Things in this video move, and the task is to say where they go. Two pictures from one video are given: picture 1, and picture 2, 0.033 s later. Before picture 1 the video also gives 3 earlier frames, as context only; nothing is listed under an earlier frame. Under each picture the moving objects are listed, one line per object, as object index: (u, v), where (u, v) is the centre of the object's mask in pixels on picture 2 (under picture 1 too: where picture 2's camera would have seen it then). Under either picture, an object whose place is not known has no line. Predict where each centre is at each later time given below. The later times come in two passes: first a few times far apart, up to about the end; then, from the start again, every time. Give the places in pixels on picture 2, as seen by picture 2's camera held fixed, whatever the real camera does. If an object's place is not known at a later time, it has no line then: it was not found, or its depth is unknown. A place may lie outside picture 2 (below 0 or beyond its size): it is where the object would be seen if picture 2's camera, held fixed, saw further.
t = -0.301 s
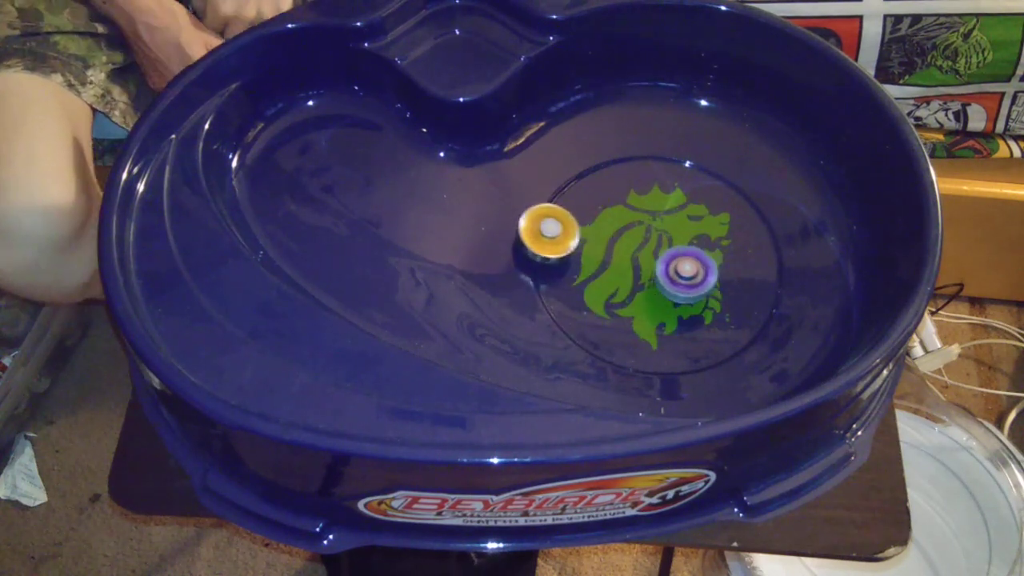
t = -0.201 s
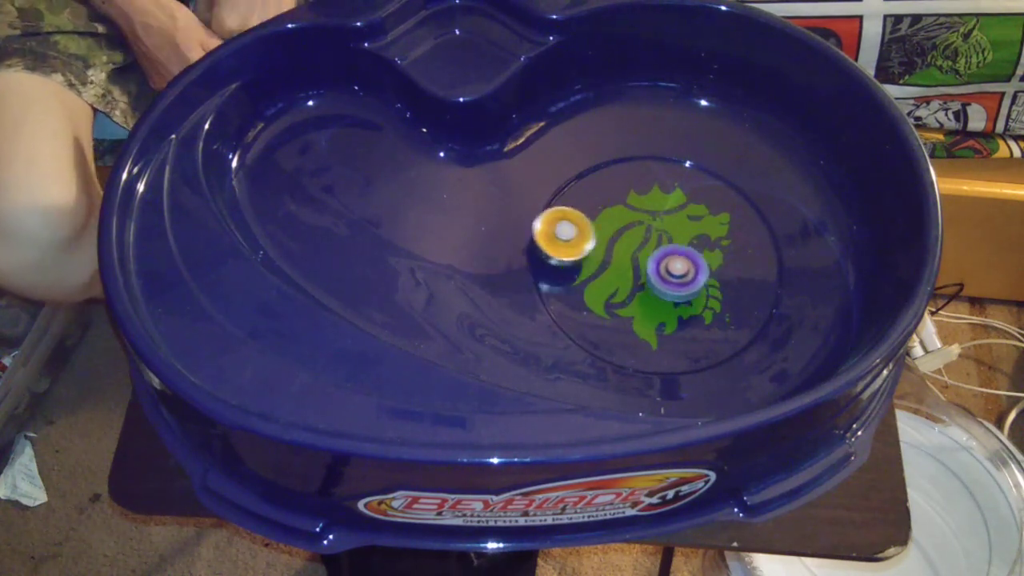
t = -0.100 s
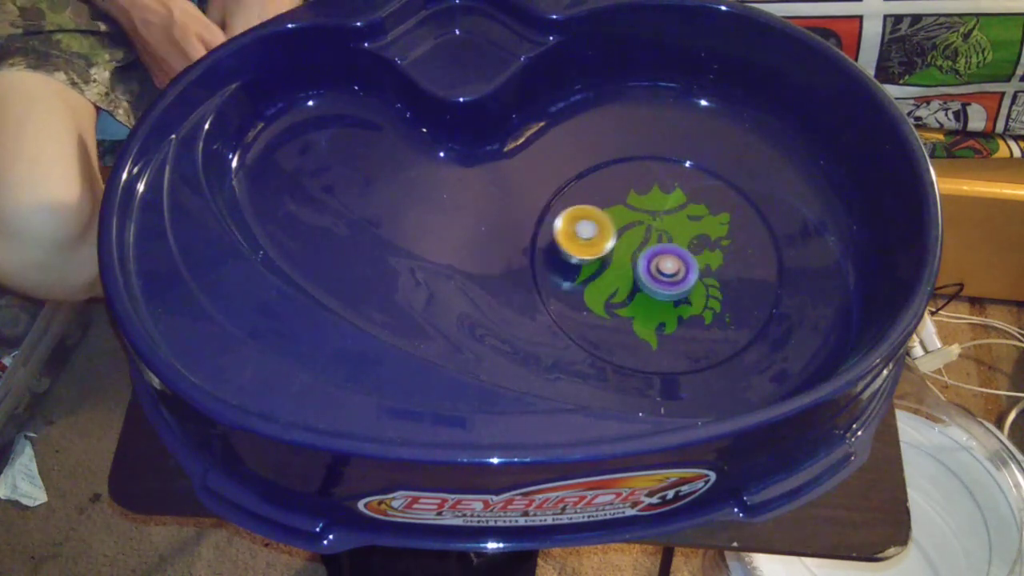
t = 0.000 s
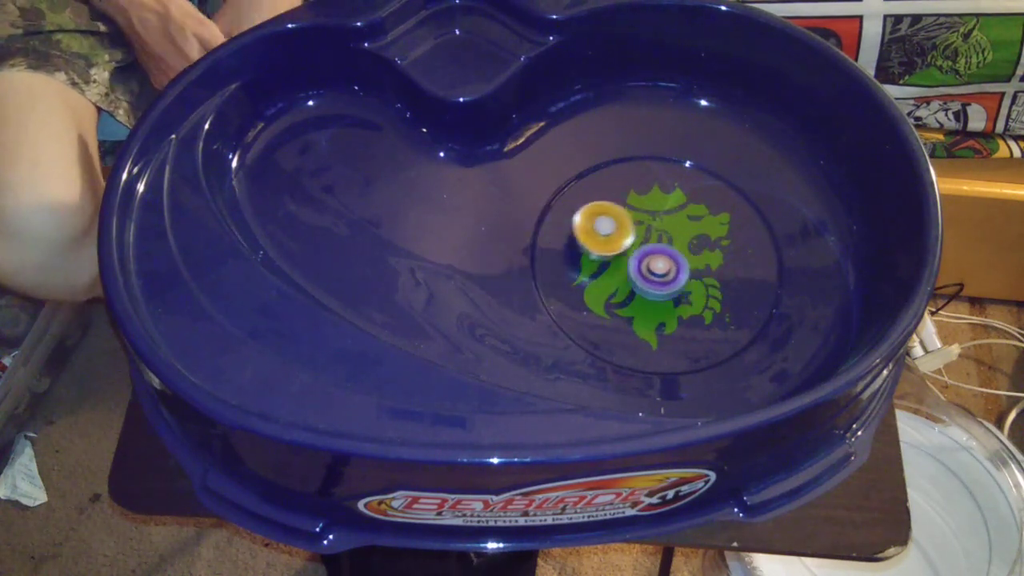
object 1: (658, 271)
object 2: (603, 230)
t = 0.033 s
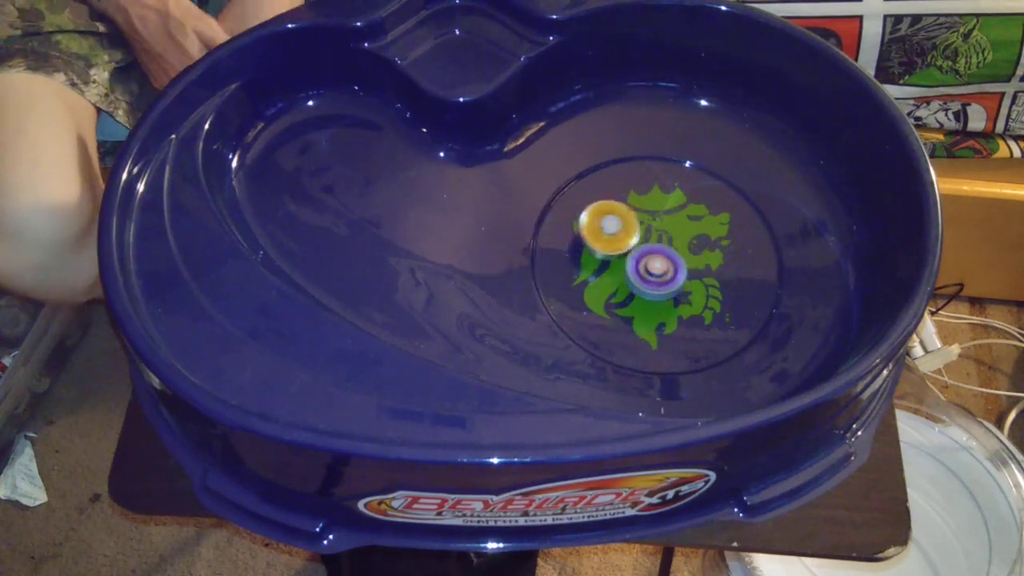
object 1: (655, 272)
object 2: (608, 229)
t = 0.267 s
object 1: (674, 300)
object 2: (599, 183)
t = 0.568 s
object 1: (666, 284)
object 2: (615, 194)
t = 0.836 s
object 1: (653, 281)
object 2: (654, 203)
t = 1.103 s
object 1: (648, 287)
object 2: (678, 196)
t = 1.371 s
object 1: (643, 276)
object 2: (686, 224)
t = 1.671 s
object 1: (620, 273)
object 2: (712, 244)
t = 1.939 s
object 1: (616, 268)
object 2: (703, 259)
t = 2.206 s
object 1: (608, 252)
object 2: (690, 280)
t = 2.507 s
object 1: (578, 232)
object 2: (706, 300)
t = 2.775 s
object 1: (582, 229)
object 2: (673, 290)
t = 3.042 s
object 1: (591, 191)
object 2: (663, 327)
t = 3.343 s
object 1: (608, 157)
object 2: (720, 292)
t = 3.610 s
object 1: (579, 210)
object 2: (746, 241)
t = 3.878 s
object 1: (581, 227)
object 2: (749, 224)
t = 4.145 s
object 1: (603, 256)
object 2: (714, 209)
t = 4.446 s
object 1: (625, 283)
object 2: (661, 224)
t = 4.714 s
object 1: (620, 331)
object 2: (654, 198)
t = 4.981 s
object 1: (629, 339)
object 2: (633, 200)
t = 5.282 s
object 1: (629, 325)
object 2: (615, 218)
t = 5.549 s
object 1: (626, 311)
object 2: (629, 235)
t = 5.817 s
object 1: (645, 329)
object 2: (652, 156)
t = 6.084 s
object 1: (662, 298)
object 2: (650, 185)
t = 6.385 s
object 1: (679, 282)
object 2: (666, 215)
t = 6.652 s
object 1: (692, 285)
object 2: (663, 225)
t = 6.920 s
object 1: (697, 285)
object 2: (643, 242)
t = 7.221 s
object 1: (688, 282)
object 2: (622, 257)
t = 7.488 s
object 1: (679, 280)
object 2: (603, 253)
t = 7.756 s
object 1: (666, 270)
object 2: (596, 242)
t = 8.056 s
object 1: (700, 284)
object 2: (560, 195)
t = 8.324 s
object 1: (703, 275)
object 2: (582, 213)
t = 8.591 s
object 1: (698, 268)
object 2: (625, 227)
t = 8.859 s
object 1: (729, 296)
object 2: (610, 205)
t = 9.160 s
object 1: (719, 296)
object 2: (606, 226)
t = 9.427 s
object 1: (692, 288)
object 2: (608, 247)
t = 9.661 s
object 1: (675, 275)
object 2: (604, 255)
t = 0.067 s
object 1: (660, 279)
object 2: (606, 218)
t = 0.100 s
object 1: (666, 289)
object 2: (604, 206)
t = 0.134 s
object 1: (670, 296)
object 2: (601, 198)
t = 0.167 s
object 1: (672, 299)
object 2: (600, 191)
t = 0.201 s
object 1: (673, 300)
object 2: (600, 186)
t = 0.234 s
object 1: (674, 300)
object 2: (599, 184)
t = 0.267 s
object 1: (674, 300)
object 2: (599, 183)
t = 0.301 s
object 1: (674, 299)
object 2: (600, 182)
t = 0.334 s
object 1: (674, 298)
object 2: (601, 183)
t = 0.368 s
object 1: (674, 296)
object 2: (602, 184)
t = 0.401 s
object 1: (673, 295)
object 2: (603, 185)
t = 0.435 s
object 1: (672, 293)
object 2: (604, 186)
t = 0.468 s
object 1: (671, 290)
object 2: (606, 189)
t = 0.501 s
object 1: (669, 288)
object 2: (609, 190)
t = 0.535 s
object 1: (668, 286)
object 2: (612, 192)
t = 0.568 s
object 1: (666, 284)
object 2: (615, 194)
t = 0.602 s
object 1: (664, 282)
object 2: (619, 197)
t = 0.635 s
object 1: (662, 280)
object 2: (623, 200)
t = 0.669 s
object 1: (660, 278)
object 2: (628, 202)
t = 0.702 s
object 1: (658, 275)
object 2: (633, 206)
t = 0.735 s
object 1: (657, 273)
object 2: (638, 210)
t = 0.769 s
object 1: (655, 271)
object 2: (644, 212)
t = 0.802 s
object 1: (654, 273)
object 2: (649, 212)
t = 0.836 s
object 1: (653, 281)
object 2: (654, 203)
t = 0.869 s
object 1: (651, 286)
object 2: (658, 198)
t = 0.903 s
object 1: (650, 288)
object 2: (662, 194)
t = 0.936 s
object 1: (650, 289)
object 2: (665, 192)
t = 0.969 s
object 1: (649, 289)
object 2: (669, 191)
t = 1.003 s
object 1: (649, 289)
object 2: (672, 192)
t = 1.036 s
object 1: (648, 288)
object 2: (674, 192)
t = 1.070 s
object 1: (648, 288)
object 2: (676, 194)
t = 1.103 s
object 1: (648, 287)
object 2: (678, 196)
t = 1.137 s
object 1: (648, 286)
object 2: (679, 198)
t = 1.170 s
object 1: (647, 285)
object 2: (680, 201)
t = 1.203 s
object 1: (646, 284)
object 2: (681, 204)
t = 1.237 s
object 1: (646, 282)
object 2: (683, 208)
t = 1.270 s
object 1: (645, 281)
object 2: (684, 212)
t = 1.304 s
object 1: (645, 279)
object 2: (685, 214)
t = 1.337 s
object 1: (644, 278)
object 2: (686, 219)
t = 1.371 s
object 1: (643, 276)
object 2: (686, 224)
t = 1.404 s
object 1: (643, 275)
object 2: (687, 227)
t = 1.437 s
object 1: (642, 273)
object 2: (687, 232)
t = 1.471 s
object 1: (641, 272)
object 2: (688, 236)
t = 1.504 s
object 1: (635, 272)
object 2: (693, 238)
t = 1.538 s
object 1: (629, 273)
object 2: (700, 238)
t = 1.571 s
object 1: (625, 273)
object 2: (705, 240)
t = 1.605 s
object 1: (623, 273)
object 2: (709, 241)
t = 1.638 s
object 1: (621, 273)
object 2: (711, 243)
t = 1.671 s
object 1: (620, 273)
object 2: (712, 244)
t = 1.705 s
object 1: (619, 273)
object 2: (712, 246)
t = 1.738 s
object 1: (618, 272)
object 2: (712, 247)
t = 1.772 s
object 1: (618, 272)
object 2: (711, 249)
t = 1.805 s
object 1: (617, 271)
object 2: (710, 251)
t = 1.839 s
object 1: (617, 270)
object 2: (709, 253)
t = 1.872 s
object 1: (617, 269)
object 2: (707, 255)
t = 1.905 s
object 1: (617, 269)
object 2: (705, 257)
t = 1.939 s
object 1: (616, 268)
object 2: (703, 259)
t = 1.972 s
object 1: (616, 266)
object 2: (700, 262)
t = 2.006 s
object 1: (617, 265)
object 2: (697, 264)
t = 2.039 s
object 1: (617, 264)
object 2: (694, 266)
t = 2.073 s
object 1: (617, 262)
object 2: (691, 268)
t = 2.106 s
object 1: (617, 261)
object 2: (687, 270)
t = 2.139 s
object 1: (618, 260)
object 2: (684, 272)
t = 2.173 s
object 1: (618, 258)
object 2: (681, 274)
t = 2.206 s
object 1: (608, 252)
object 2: (690, 280)
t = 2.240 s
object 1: (598, 246)
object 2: (700, 287)
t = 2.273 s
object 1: (592, 241)
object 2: (707, 293)
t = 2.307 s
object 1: (588, 238)
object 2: (711, 297)
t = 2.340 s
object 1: (585, 236)
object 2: (713, 299)
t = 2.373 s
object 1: (583, 235)
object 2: (714, 300)
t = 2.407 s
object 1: (581, 234)
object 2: (713, 301)
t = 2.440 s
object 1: (580, 233)
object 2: (712, 301)
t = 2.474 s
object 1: (579, 232)
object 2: (709, 301)
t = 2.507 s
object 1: (578, 232)
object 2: (706, 300)
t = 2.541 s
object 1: (577, 231)
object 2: (704, 300)
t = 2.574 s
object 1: (577, 231)
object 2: (700, 299)
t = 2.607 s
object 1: (577, 231)
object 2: (697, 298)
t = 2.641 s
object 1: (577, 231)
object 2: (693, 297)
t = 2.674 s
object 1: (577, 230)
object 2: (689, 295)
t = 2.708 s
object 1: (578, 229)
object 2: (684, 294)
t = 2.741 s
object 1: (580, 229)
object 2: (678, 292)
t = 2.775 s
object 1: (582, 229)
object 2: (673, 290)
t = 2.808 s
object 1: (584, 229)
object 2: (669, 289)
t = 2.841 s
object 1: (586, 230)
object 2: (663, 286)
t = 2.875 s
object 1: (589, 230)
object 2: (658, 284)
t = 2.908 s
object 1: (592, 230)
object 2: (654, 283)
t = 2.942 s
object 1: (595, 230)
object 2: (649, 280)
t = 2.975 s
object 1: (599, 230)
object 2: (644, 278)
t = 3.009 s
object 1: (600, 223)
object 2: (645, 286)
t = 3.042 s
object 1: (591, 191)
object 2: (663, 327)
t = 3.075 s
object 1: (585, 163)
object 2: (681, 358)
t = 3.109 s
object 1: (582, 138)
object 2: (700, 374)
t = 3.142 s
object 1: (579, 118)
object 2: (713, 387)
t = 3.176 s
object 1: (581, 109)
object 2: (723, 385)
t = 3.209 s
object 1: (587, 113)
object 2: (726, 368)
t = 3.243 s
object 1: (593, 121)
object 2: (727, 351)
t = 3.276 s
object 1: (598, 130)
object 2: (725, 330)
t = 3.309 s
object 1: (603, 143)
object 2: (722, 312)
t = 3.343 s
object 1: (608, 157)
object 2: (720, 292)
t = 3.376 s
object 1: (612, 171)
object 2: (716, 275)
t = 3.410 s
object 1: (616, 183)
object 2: (710, 261)
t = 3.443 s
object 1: (619, 194)
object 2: (703, 250)
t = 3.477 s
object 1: (623, 206)
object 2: (696, 239)
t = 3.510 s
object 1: (625, 213)
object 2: (693, 232)
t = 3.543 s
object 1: (607, 211)
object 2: (713, 234)
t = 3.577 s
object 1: (591, 210)
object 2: (733, 237)
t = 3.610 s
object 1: (579, 210)
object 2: (746, 241)
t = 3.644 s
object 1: (572, 210)
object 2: (756, 243)
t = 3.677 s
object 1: (570, 211)
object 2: (761, 243)
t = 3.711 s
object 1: (570, 213)
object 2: (761, 243)
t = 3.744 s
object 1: (572, 215)
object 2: (760, 240)
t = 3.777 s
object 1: (574, 219)
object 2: (758, 236)
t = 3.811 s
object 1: (576, 221)
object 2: (755, 232)
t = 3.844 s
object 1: (578, 224)
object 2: (752, 228)
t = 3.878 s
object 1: (581, 227)
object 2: (749, 224)
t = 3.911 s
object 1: (583, 231)
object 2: (745, 221)
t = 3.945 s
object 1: (586, 234)
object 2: (741, 219)
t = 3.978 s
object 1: (589, 238)
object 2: (737, 216)
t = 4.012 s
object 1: (591, 241)
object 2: (732, 213)
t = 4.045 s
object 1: (594, 245)
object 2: (728, 212)
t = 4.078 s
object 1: (597, 249)
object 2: (724, 211)
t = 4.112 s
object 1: (600, 252)
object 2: (719, 210)
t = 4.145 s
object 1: (603, 256)
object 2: (714, 209)
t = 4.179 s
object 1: (606, 260)
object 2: (709, 209)
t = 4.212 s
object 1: (609, 263)
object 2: (703, 209)
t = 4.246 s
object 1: (611, 267)
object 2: (697, 210)
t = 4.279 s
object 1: (614, 270)
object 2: (691, 211)
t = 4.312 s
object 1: (616, 273)
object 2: (684, 213)
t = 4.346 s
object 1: (619, 276)
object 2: (678, 215)
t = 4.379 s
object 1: (621, 278)
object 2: (672, 218)
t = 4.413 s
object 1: (623, 281)
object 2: (666, 220)
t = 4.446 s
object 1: (625, 283)
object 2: (661, 224)
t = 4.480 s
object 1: (627, 285)
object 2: (656, 227)
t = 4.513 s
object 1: (628, 286)
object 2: (651, 231)
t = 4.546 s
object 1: (630, 288)
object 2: (647, 234)
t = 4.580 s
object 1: (627, 299)
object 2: (647, 228)
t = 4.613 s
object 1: (623, 313)
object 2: (651, 216)
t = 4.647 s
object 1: (620, 322)
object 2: (653, 207)
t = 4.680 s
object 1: (620, 328)
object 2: (654, 202)
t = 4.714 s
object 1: (620, 331)
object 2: (654, 198)
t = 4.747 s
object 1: (621, 334)
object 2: (652, 196)
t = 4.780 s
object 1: (623, 336)
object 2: (650, 196)
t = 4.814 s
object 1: (624, 337)
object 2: (648, 196)
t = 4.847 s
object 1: (625, 338)
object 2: (645, 197)
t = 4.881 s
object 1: (626, 339)
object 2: (642, 197)
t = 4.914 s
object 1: (628, 339)
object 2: (639, 198)
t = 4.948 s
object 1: (628, 339)
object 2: (636, 199)
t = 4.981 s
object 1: (629, 339)
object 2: (633, 200)
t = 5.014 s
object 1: (630, 338)
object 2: (631, 201)
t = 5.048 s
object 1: (630, 337)
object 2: (628, 202)
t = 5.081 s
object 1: (630, 336)
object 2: (625, 204)
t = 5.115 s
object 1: (631, 334)
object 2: (623, 205)
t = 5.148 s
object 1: (631, 333)
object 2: (620, 207)
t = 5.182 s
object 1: (630, 331)
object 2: (618, 209)
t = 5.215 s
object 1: (630, 329)
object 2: (617, 212)
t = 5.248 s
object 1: (630, 327)
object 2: (616, 215)
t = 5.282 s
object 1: (629, 325)
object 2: (615, 218)
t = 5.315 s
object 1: (629, 322)
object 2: (615, 222)
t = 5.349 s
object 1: (629, 319)
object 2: (616, 226)
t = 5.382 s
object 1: (628, 316)
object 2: (617, 230)
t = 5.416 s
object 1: (628, 313)
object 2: (618, 233)
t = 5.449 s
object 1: (628, 310)
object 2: (619, 237)
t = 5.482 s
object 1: (628, 306)
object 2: (622, 241)
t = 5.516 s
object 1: (628, 303)
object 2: (624, 244)
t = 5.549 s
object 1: (626, 311)
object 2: (629, 235)
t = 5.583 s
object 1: (624, 331)
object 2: (635, 212)
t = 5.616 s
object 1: (622, 342)
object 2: (642, 193)
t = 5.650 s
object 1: (622, 349)
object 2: (647, 179)
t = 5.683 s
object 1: (625, 350)
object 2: (651, 165)
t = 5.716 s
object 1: (631, 347)
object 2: (653, 158)
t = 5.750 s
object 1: (637, 341)
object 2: (654, 154)
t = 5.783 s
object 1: (641, 335)
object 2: (654, 153)
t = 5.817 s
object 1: (645, 329)
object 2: (652, 156)
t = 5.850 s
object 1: (648, 324)
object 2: (651, 159)
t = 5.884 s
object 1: (650, 320)
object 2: (650, 162)
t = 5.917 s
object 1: (653, 317)
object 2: (649, 165)
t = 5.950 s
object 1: (654, 312)
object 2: (648, 169)
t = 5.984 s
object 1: (656, 309)
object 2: (648, 173)
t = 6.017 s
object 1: (658, 305)
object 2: (647, 178)
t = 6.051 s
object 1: (660, 302)
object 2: (648, 182)
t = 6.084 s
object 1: (662, 298)
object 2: (650, 185)
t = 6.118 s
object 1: (663, 295)
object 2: (652, 188)
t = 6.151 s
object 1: (665, 291)
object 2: (654, 193)
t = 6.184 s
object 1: (667, 288)
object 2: (656, 197)
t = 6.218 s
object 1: (669, 285)
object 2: (657, 203)
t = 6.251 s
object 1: (671, 282)
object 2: (659, 208)
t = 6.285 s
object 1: (673, 279)
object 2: (662, 213)
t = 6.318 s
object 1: (675, 276)
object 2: (664, 217)
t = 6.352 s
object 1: (677, 278)
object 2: (665, 218)
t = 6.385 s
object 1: (679, 282)
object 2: (666, 215)
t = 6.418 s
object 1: (680, 284)
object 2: (668, 215)
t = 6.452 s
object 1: (682, 284)
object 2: (668, 215)
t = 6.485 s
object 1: (683, 283)
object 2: (669, 217)
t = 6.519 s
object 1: (685, 282)
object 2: (669, 220)
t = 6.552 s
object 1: (686, 281)
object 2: (669, 223)
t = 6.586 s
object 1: (688, 280)
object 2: (668, 226)
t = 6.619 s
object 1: (690, 283)
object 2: (666, 226)
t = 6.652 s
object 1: (692, 285)
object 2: (663, 225)
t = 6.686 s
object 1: (693, 286)
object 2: (661, 225)
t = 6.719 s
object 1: (694, 286)
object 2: (659, 227)
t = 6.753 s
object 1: (695, 287)
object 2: (657, 229)
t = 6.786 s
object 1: (696, 286)
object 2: (655, 231)
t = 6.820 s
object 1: (696, 286)
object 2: (652, 235)
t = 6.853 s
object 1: (697, 286)
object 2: (649, 237)
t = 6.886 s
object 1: (697, 286)
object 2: (646, 240)
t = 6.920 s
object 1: (697, 285)
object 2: (643, 242)
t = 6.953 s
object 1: (697, 286)
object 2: (640, 245)
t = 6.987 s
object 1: (696, 285)
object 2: (637, 247)
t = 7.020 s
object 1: (696, 284)
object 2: (635, 249)
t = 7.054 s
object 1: (695, 284)
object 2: (632, 251)
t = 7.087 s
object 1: (694, 284)
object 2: (630, 252)
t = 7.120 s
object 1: (693, 284)
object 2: (627, 254)
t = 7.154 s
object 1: (691, 283)
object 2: (625, 255)
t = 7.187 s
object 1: (690, 283)
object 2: (624, 256)
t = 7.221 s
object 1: (688, 282)
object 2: (622, 257)
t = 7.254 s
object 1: (686, 282)
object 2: (621, 257)
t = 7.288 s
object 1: (685, 281)
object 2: (620, 258)
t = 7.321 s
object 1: (682, 280)
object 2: (618, 258)
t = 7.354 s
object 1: (680, 280)
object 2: (617, 259)
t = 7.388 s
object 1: (678, 279)
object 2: (617, 259)
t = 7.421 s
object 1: (678, 279)
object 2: (614, 258)
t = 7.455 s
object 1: (679, 280)
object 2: (608, 255)
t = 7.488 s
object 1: (679, 280)
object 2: (603, 253)
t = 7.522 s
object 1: (678, 279)
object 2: (600, 250)
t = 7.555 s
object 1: (676, 278)
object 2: (598, 249)
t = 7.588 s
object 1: (674, 277)
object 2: (596, 248)
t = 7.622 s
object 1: (673, 276)
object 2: (596, 246)
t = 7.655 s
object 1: (671, 274)
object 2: (595, 245)
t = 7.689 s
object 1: (669, 273)
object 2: (595, 245)
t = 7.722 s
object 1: (667, 272)
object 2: (595, 243)
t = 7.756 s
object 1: (666, 270)
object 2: (596, 242)
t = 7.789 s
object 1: (664, 268)
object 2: (597, 241)
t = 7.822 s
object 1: (663, 267)
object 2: (598, 240)
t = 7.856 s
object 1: (662, 265)
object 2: (599, 239)
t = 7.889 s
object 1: (660, 264)
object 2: (600, 238)
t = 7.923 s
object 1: (664, 265)
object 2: (598, 232)
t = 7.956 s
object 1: (679, 273)
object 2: (584, 220)
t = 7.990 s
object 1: (689, 279)
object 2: (573, 209)
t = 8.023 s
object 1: (696, 282)
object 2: (565, 201)
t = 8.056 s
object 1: (700, 284)
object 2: (560, 195)
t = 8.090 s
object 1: (701, 283)
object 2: (561, 194)
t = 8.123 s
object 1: (702, 282)
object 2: (564, 197)
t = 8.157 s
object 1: (703, 281)
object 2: (567, 200)
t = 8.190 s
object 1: (703, 280)
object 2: (570, 203)
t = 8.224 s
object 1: (704, 278)
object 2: (573, 207)
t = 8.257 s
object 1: (704, 277)
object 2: (576, 210)
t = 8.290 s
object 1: (704, 276)
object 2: (579, 212)
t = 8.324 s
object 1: (703, 275)
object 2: (582, 213)
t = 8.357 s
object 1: (703, 274)
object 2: (587, 214)
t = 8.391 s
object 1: (702, 273)
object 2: (591, 215)
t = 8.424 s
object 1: (702, 272)
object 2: (596, 216)
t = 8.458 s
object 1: (701, 271)
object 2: (601, 217)
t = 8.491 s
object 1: (701, 270)
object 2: (608, 219)
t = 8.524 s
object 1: (700, 269)
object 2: (614, 221)
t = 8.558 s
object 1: (699, 269)
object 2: (620, 224)
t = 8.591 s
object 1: (698, 268)
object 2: (625, 227)
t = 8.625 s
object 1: (697, 268)
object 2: (631, 230)
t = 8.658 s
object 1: (696, 267)
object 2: (637, 233)
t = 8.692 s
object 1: (702, 271)
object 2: (636, 231)
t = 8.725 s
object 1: (714, 281)
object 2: (626, 222)
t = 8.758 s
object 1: (723, 289)
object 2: (619, 214)
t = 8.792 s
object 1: (727, 293)
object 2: (614, 209)
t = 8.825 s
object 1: (729, 296)
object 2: (611, 206)
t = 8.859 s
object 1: (729, 296)
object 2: (610, 205)
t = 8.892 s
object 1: (729, 296)
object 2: (609, 205)
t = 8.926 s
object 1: (729, 297)
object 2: (609, 207)
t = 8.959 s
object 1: (728, 297)
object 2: (609, 210)
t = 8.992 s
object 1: (728, 297)
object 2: (608, 213)
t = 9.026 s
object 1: (727, 296)
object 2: (608, 215)
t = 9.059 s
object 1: (725, 296)
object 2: (607, 218)
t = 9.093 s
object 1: (723, 296)
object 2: (606, 221)
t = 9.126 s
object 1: (721, 296)
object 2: (606, 223)
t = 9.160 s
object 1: (719, 296)
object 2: (606, 226)
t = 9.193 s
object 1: (716, 295)
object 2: (606, 229)
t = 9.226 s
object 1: (713, 295)
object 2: (605, 232)
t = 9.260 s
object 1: (710, 294)
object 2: (606, 235)
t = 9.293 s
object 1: (706, 293)
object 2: (606, 237)
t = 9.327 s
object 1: (703, 292)
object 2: (606, 239)
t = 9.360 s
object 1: (699, 291)
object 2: (606, 242)
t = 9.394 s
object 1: (696, 289)
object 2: (607, 245)
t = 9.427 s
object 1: (692, 288)
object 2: (608, 247)
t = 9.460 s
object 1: (688, 286)
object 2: (608, 249)
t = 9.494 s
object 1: (684, 284)
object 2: (609, 251)
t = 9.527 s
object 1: (680, 282)
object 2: (610, 253)
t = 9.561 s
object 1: (677, 279)
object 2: (611, 255)
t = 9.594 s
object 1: (673, 277)
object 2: (611, 256)
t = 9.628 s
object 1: (674, 276)
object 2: (607, 255)
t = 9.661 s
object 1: (675, 275)
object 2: (604, 255)
